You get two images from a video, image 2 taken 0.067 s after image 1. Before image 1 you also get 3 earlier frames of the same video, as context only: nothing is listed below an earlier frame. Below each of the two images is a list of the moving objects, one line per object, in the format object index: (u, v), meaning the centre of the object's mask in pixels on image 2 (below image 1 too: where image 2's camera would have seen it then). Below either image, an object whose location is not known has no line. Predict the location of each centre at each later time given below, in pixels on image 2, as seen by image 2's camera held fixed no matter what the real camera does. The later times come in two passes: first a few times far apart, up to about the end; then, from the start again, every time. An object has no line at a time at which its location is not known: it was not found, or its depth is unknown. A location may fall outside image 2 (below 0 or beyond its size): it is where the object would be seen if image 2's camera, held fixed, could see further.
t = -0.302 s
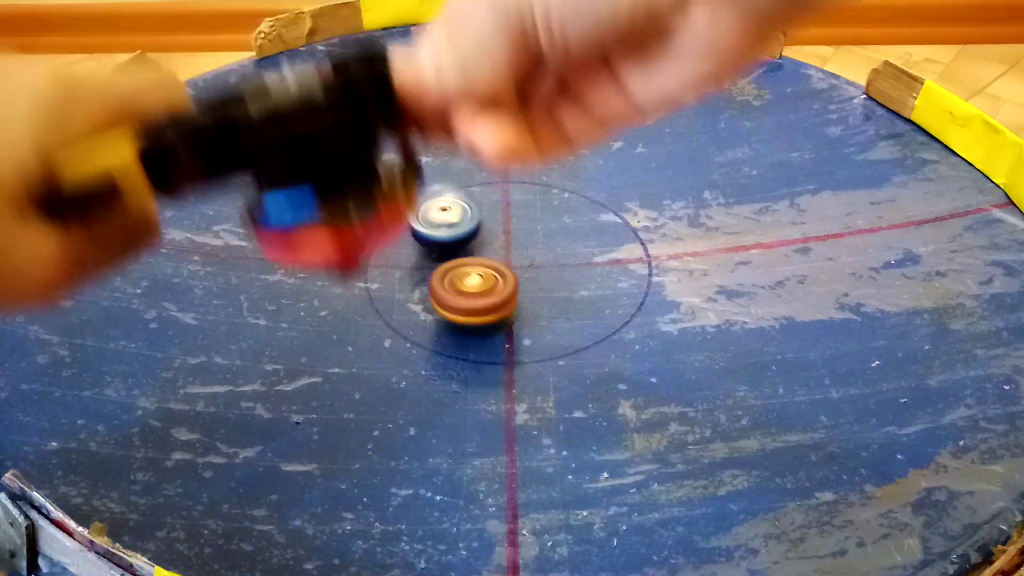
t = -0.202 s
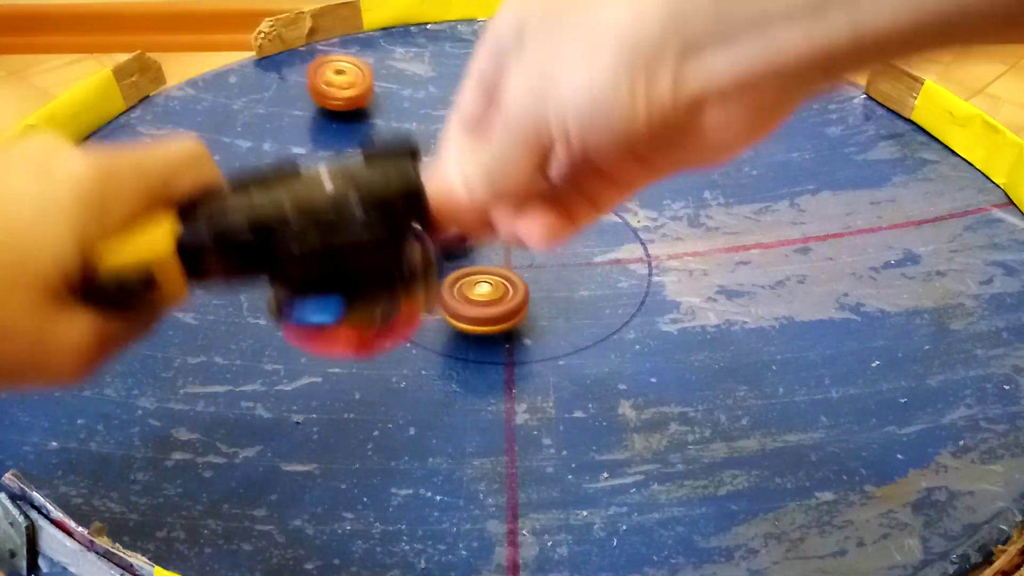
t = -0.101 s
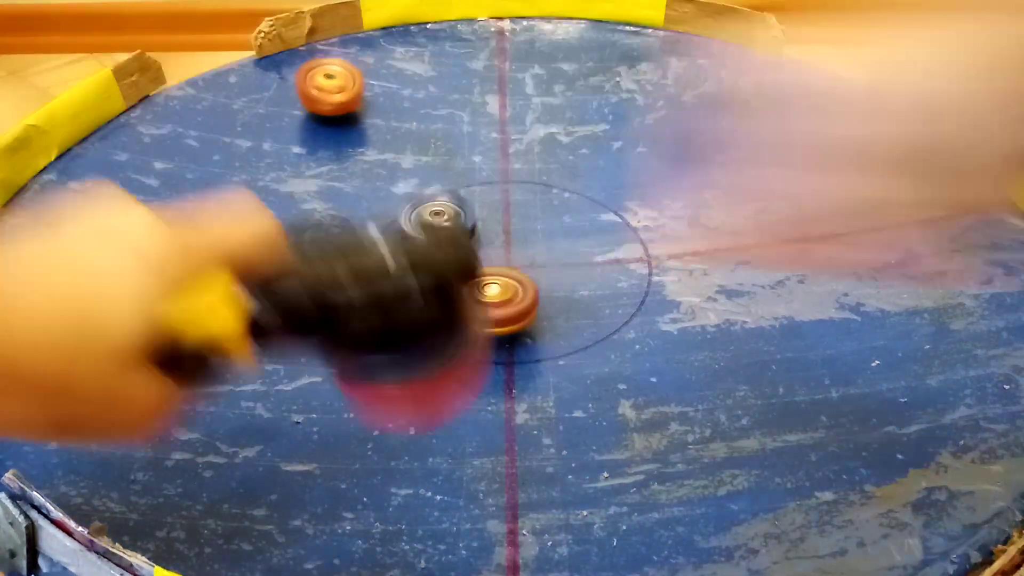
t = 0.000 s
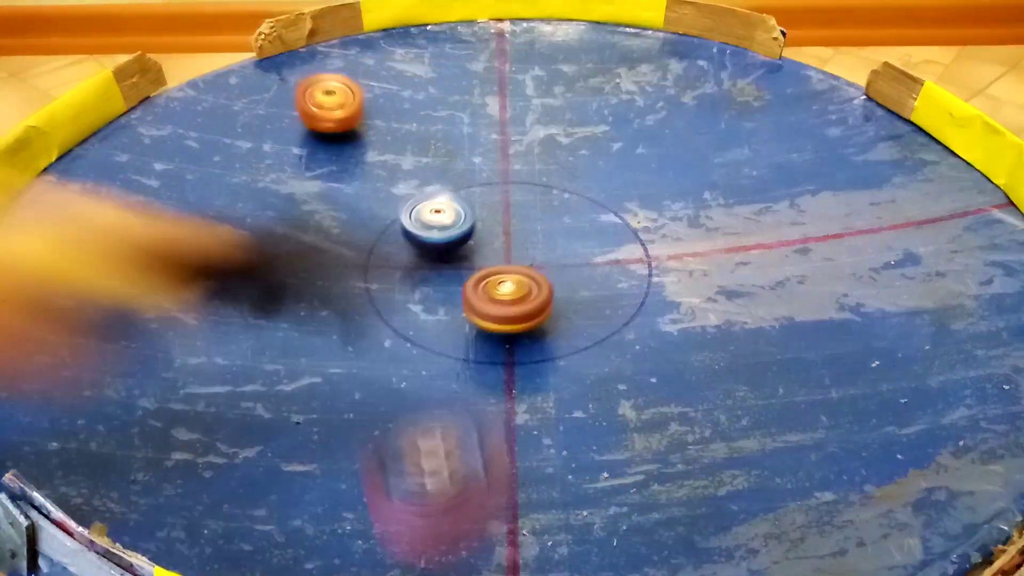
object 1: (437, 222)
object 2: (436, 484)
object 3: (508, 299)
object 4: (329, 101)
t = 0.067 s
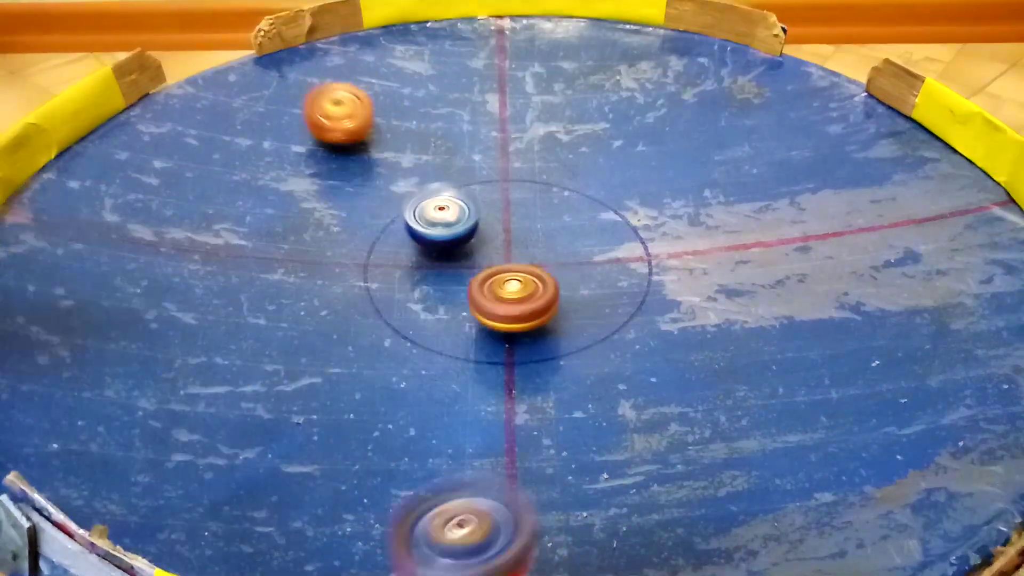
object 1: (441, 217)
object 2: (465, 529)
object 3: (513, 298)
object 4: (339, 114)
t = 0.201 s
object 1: (441, 229)
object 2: (526, 531)
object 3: (537, 289)
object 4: (385, 143)
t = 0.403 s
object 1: (435, 238)
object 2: (596, 460)
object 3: (566, 272)
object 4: (489, 168)
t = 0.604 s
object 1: (421, 239)
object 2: (537, 336)
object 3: (593, 258)
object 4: (596, 171)
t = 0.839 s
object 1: (393, 152)
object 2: (402, 282)
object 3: (609, 240)
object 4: (743, 136)
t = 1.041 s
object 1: (419, 88)
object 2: (252, 283)
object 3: (634, 223)
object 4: (792, 89)
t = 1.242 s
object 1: (471, 59)
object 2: (117, 326)
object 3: (627, 212)
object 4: (742, 85)
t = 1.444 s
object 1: (533, 65)
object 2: (173, 422)
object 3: (624, 202)
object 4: (664, 147)
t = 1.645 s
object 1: (571, 117)
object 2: (494, 392)
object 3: (513, 245)
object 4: (717, 154)
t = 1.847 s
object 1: (565, 188)
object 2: (651, 237)
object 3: (396, 243)
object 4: (764, 151)
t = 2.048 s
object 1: (508, 257)
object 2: (613, 96)
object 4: (756, 162)
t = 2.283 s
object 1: (407, 312)
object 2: (434, 22)
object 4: (738, 205)
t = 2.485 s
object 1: (315, 335)
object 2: (188, 89)
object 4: (718, 240)
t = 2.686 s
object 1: (249, 329)
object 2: (31, 280)
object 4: (693, 272)
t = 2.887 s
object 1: (257, 295)
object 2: (354, 497)
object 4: (655, 302)
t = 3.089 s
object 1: (320, 277)
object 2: (880, 436)
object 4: (622, 318)
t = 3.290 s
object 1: (385, 283)
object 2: (982, 214)
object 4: (573, 325)
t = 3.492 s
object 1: (430, 268)
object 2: (774, 66)
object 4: (548, 334)
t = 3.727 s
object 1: (428, 189)
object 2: (502, 19)
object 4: (646, 339)
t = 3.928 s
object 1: (462, 145)
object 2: (264, 65)
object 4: (652, 294)
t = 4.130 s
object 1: (516, 126)
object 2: (58, 188)
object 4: (600, 306)
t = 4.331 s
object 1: (567, 134)
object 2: (84, 397)
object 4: (542, 319)
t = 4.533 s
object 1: (593, 171)
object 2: (459, 518)
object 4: (509, 320)
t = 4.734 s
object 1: (476, 175)
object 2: (870, 450)
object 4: (487, 302)
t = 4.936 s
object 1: (387, 173)
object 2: (1001, 265)
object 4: (451, 271)
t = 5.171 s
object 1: (311, 178)
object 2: (835, 105)
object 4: (381, 237)
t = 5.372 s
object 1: (259, 177)
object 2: (638, 45)
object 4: (349, 251)
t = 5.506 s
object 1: (233, 167)
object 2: (509, 30)
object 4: (384, 273)
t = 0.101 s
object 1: (442, 221)
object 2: (479, 527)
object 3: (519, 296)
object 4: (347, 122)
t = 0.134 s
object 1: (443, 225)
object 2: (497, 536)
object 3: (525, 294)
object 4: (358, 130)
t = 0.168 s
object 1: (443, 228)
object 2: (511, 534)
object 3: (532, 291)
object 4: (371, 137)
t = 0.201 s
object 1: (441, 229)
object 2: (526, 531)
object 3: (537, 289)
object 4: (385, 143)
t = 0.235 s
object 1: (440, 231)
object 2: (539, 527)
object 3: (541, 286)
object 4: (400, 149)
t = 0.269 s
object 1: (439, 233)
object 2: (553, 519)
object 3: (545, 284)
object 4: (418, 155)
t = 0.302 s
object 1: (439, 234)
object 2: (569, 507)
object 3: (548, 282)
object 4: (435, 159)
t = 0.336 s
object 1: (437, 237)
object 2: (581, 493)
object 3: (555, 279)
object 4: (452, 163)
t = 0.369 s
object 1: (436, 238)
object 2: (591, 476)
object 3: (561, 275)
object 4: (472, 167)
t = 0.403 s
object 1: (435, 238)
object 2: (596, 460)
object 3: (566, 272)
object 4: (489, 168)
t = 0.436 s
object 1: (433, 240)
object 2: (598, 443)
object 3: (570, 269)
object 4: (506, 171)
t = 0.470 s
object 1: (432, 240)
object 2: (594, 422)
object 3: (576, 266)
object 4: (524, 172)
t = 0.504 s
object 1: (429, 240)
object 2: (586, 400)
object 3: (582, 264)
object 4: (540, 172)
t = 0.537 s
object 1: (424, 239)
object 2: (572, 379)
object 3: (586, 262)
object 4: (558, 173)
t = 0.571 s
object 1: (422, 238)
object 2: (556, 356)
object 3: (590, 259)
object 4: (575, 172)
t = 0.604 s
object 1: (421, 239)
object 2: (537, 336)
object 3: (593, 258)
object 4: (596, 171)
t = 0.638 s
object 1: (423, 239)
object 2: (517, 315)
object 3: (596, 255)
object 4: (618, 169)
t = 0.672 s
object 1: (425, 239)
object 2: (492, 298)
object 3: (597, 253)
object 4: (640, 166)
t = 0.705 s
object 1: (422, 231)
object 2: (469, 286)
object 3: (599, 250)
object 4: (663, 162)
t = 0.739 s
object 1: (411, 211)
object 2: (451, 285)
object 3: (603, 247)
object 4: (685, 156)
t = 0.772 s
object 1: (401, 190)
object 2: (437, 284)
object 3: (606, 245)
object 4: (706, 150)
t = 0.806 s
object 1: (395, 172)
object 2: (420, 283)
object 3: (608, 242)
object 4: (725, 143)
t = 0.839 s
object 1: (393, 152)
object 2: (402, 282)
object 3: (609, 240)
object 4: (743, 136)
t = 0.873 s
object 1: (393, 138)
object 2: (381, 283)
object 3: (611, 237)
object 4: (758, 128)
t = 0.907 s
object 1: (395, 125)
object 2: (357, 281)
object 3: (614, 233)
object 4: (770, 119)
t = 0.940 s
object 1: (401, 114)
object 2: (329, 281)
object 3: (617, 230)
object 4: (780, 110)
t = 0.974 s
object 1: (406, 104)
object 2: (304, 282)
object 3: (622, 228)
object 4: (787, 102)
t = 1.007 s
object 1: (413, 95)
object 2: (279, 281)
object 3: (630, 225)
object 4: (792, 95)
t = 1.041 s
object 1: (419, 88)
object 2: (252, 283)
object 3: (634, 223)
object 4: (792, 89)
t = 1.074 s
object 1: (426, 81)
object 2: (225, 286)
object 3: (637, 221)
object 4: (790, 85)
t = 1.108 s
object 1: (434, 75)
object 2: (200, 288)
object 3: (639, 221)
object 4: (784, 82)
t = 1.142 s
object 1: (443, 70)
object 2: (176, 295)
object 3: (638, 219)
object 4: (776, 79)
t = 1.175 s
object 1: (452, 66)
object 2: (152, 304)
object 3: (634, 217)
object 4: (766, 78)
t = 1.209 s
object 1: (461, 63)
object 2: (131, 314)
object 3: (630, 214)
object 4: (755, 81)
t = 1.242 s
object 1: (471, 59)
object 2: (117, 326)
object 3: (627, 212)
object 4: (742, 85)
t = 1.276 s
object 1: (481, 56)
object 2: (106, 339)
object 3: (626, 210)
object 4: (728, 92)
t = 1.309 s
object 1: (491, 57)
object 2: (101, 354)
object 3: (625, 208)
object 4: (714, 100)
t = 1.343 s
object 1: (502, 58)
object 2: (103, 373)
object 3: (625, 206)
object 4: (700, 110)
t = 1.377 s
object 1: (512, 59)
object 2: (114, 388)
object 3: (625, 205)
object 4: (686, 121)
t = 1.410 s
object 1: (522, 60)
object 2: (137, 406)
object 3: (625, 203)
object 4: (674, 134)
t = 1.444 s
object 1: (533, 65)
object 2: (173, 422)
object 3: (624, 202)
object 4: (664, 147)
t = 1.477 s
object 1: (541, 70)
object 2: (218, 432)
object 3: (612, 210)
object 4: (665, 155)
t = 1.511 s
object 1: (549, 79)
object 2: (275, 441)
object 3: (593, 222)
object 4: (674, 155)
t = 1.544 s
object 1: (556, 87)
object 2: (335, 436)
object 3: (574, 231)
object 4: (683, 155)
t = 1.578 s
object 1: (562, 96)
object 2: (391, 427)
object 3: (556, 237)
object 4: (694, 155)
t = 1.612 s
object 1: (567, 104)
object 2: (444, 412)
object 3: (534, 242)
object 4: (705, 155)
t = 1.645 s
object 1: (571, 117)
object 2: (494, 392)
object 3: (513, 245)
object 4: (717, 154)
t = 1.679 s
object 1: (573, 126)
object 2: (537, 372)
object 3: (493, 246)
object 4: (729, 153)
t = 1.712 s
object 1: (574, 138)
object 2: (575, 349)
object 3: (471, 247)
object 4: (740, 152)
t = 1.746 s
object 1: (574, 150)
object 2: (601, 323)
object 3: (450, 247)
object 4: (748, 151)
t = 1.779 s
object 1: (573, 162)
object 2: (626, 294)
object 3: (430, 247)
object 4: (754, 151)
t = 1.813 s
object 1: (570, 174)
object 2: (641, 265)
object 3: (412, 245)
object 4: (760, 151)
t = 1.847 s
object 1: (565, 188)
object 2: (651, 237)
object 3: (396, 243)
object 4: (764, 151)
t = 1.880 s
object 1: (558, 201)
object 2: (655, 210)
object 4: (765, 151)
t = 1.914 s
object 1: (550, 212)
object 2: (654, 183)
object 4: (765, 152)
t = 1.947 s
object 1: (540, 227)
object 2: (649, 159)
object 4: (764, 153)
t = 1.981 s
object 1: (530, 237)
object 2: (640, 135)
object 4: (762, 156)
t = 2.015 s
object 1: (519, 247)
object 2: (628, 115)
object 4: (759, 159)
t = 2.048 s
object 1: (508, 257)
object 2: (613, 96)
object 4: (756, 162)
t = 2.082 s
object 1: (496, 266)
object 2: (595, 78)
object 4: (753, 167)
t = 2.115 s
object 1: (484, 275)
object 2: (576, 62)
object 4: (750, 172)
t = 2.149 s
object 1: (470, 282)
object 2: (551, 47)
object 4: (747, 177)
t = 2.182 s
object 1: (454, 292)
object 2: (526, 36)
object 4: (745, 184)
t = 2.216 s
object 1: (438, 298)
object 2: (500, 26)
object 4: (743, 190)
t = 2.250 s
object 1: (423, 308)
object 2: (467, 19)
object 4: (740, 197)
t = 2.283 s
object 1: (407, 312)
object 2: (434, 22)
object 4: (738, 205)
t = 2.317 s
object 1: (392, 318)
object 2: (400, 29)
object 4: (736, 211)
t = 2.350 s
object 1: (377, 323)
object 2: (353, 35)
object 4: (734, 216)
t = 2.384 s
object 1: (362, 326)
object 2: (317, 42)
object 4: (732, 221)
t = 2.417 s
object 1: (345, 330)
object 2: (278, 54)
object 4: (728, 227)
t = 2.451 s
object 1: (330, 333)
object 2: (238, 70)
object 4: (723, 233)
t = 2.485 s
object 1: (315, 335)
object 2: (188, 89)
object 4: (718, 240)
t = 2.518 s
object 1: (302, 337)
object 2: (145, 112)
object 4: (714, 247)
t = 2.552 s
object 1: (288, 337)
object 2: (104, 138)
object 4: (710, 254)
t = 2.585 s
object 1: (274, 337)
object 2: (63, 168)
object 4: (706, 259)
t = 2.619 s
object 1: (263, 335)
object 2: (40, 204)
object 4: (702, 265)
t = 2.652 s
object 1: (255, 332)
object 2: (30, 236)
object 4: (698, 268)
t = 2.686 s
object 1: (249, 329)
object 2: (31, 280)
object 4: (693, 272)
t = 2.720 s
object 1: (246, 325)
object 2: (43, 332)
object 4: (688, 277)
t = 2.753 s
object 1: (243, 321)
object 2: (66, 376)
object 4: (681, 284)
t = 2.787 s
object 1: (242, 316)
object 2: (114, 417)
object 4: (675, 288)
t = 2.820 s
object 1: (244, 310)
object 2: (187, 455)
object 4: (667, 293)
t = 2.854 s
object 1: (249, 303)
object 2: (265, 481)
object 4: (662, 298)
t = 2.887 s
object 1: (257, 295)
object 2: (354, 497)
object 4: (655, 302)
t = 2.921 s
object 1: (268, 287)
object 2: (447, 507)
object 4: (650, 305)
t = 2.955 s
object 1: (278, 282)
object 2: (546, 508)
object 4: (645, 308)
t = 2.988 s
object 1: (290, 274)
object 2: (638, 502)
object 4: (640, 310)
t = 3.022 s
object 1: (302, 273)
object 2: (727, 485)
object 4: (633, 312)
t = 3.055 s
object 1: (310, 275)
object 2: (811, 463)
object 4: (628, 315)
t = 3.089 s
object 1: (320, 277)
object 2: (880, 436)
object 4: (622, 318)
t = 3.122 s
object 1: (329, 277)
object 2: (940, 403)
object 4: (616, 321)
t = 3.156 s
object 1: (339, 278)
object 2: (974, 367)
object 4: (611, 324)
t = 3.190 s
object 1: (348, 278)
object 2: (995, 332)
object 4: (605, 325)
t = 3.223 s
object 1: (361, 280)
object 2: (1007, 292)
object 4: (597, 325)
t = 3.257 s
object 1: (373, 281)
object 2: (996, 244)
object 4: (587, 325)
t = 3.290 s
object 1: (385, 283)
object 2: (982, 214)
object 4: (573, 325)
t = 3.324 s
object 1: (397, 284)
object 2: (954, 181)
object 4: (561, 325)
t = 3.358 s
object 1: (409, 284)
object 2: (916, 150)
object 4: (548, 324)
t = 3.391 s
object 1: (423, 286)
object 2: (884, 126)
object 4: (537, 323)
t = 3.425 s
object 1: (438, 289)
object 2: (848, 103)
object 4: (526, 321)
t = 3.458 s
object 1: (441, 283)
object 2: (813, 83)
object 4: (528, 324)
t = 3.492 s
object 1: (430, 268)
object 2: (774, 66)
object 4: (548, 334)
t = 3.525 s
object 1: (421, 251)
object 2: (738, 50)
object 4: (564, 342)
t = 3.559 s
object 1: (416, 239)
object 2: (700, 41)
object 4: (579, 347)
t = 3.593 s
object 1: (414, 224)
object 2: (663, 33)
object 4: (596, 350)
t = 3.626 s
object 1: (415, 213)
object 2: (625, 28)
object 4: (612, 349)
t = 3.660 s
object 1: (419, 202)
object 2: (586, 20)
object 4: (627, 347)
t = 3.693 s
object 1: (424, 196)
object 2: (542, 19)
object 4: (639, 344)
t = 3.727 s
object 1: (428, 189)
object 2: (502, 19)
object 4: (646, 339)
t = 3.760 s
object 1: (433, 179)
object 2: (462, 21)
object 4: (652, 333)
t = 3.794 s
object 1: (437, 171)
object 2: (422, 24)
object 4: (656, 327)
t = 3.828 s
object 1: (442, 167)
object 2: (382, 33)
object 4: (660, 318)
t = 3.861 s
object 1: (448, 160)
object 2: (341, 42)
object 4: (661, 308)
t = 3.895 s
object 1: (455, 152)
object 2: (300, 52)
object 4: (659, 299)
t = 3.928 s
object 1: (462, 145)
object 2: (264, 65)
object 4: (652, 294)
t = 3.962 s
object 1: (471, 139)
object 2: (227, 81)
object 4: (648, 295)
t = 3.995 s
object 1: (480, 136)
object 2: (190, 98)
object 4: (642, 296)
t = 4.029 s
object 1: (490, 132)
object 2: (154, 118)
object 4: (632, 298)
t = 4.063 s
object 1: (498, 130)
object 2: (119, 138)
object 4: (620, 300)
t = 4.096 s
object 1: (507, 126)
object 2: (88, 162)
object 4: (609, 304)
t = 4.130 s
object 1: (516, 126)
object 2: (58, 188)
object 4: (600, 306)
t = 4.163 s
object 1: (526, 124)
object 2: (38, 215)
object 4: (591, 310)
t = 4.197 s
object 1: (534, 125)
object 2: (30, 246)
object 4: (582, 314)
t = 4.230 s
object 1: (543, 126)
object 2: (31, 282)
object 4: (572, 317)
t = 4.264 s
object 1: (552, 128)
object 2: (40, 324)
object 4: (562, 318)
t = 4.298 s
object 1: (560, 130)
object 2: (56, 363)
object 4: (551, 318)
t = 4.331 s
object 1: (567, 134)
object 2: (84, 397)
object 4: (542, 319)
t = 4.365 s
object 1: (573, 139)
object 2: (129, 429)
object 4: (531, 320)
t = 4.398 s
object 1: (579, 143)
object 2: (183, 460)
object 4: (522, 322)
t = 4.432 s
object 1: (585, 150)
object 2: (243, 483)
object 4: (516, 323)
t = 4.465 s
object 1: (588, 155)
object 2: (311, 501)
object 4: (513, 322)
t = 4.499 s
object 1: (591, 165)
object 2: (381, 512)
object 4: (510, 321)
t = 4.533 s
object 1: (593, 171)
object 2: (459, 518)
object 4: (509, 320)
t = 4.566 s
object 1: (585, 176)
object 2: (538, 518)
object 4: (509, 317)
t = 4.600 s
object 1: (559, 174)
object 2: (618, 515)
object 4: (508, 315)
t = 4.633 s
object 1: (535, 174)
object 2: (687, 507)
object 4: (504, 314)
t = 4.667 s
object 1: (514, 175)
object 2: (757, 492)
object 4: (499, 310)
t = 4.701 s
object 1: (494, 175)
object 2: (823, 471)
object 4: (495, 307)
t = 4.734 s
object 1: (476, 175)
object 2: (870, 450)
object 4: (487, 302)
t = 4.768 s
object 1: (459, 175)
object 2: (917, 423)
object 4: (480, 298)
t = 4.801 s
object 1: (443, 174)
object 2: (956, 392)
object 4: (474, 294)
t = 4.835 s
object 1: (430, 173)
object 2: (975, 362)
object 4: (469, 289)
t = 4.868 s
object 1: (415, 173)
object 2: (989, 329)
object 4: (464, 282)
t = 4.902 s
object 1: (400, 174)
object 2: (998, 298)
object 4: (457, 276)
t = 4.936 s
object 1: (387, 173)
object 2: (1001, 265)
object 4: (451, 271)
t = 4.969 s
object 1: (373, 174)
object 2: (997, 234)
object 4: (443, 265)
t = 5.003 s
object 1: (362, 174)
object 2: (983, 206)
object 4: (433, 260)
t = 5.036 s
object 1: (351, 175)
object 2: (958, 182)
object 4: (422, 254)
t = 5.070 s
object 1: (340, 175)
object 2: (926, 158)
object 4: (411, 249)
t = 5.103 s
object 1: (329, 176)
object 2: (895, 137)
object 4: (402, 244)
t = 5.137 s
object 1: (319, 178)
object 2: (865, 122)
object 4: (392, 241)
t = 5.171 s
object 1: (311, 178)
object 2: (835, 105)
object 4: (381, 237)
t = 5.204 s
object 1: (306, 182)
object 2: (799, 90)
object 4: (369, 234)
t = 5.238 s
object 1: (301, 184)
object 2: (765, 79)
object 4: (359, 233)
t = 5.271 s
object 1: (293, 186)
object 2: (735, 67)
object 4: (350, 232)
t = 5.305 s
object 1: (281, 185)
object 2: (698, 57)
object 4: (346, 237)
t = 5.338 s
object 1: (267, 179)
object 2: (669, 51)
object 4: (346, 245)
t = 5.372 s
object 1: (259, 177)
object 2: (638, 45)
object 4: (349, 251)
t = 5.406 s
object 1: (251, 175)
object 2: (607, 40)
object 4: (353, 257)
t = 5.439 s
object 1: (244, 172)
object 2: (575, 36)
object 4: (360, 263)
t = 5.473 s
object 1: (238, 170)
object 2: (541, 32)
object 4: (371, 269)
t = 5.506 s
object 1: (233, 167)
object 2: (509, 30)
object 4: (384, 273)
